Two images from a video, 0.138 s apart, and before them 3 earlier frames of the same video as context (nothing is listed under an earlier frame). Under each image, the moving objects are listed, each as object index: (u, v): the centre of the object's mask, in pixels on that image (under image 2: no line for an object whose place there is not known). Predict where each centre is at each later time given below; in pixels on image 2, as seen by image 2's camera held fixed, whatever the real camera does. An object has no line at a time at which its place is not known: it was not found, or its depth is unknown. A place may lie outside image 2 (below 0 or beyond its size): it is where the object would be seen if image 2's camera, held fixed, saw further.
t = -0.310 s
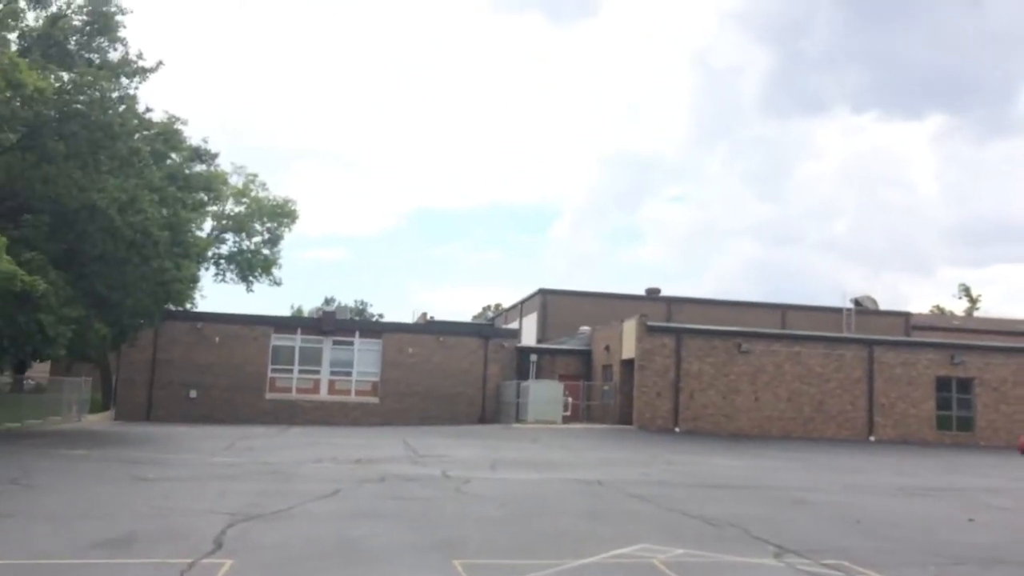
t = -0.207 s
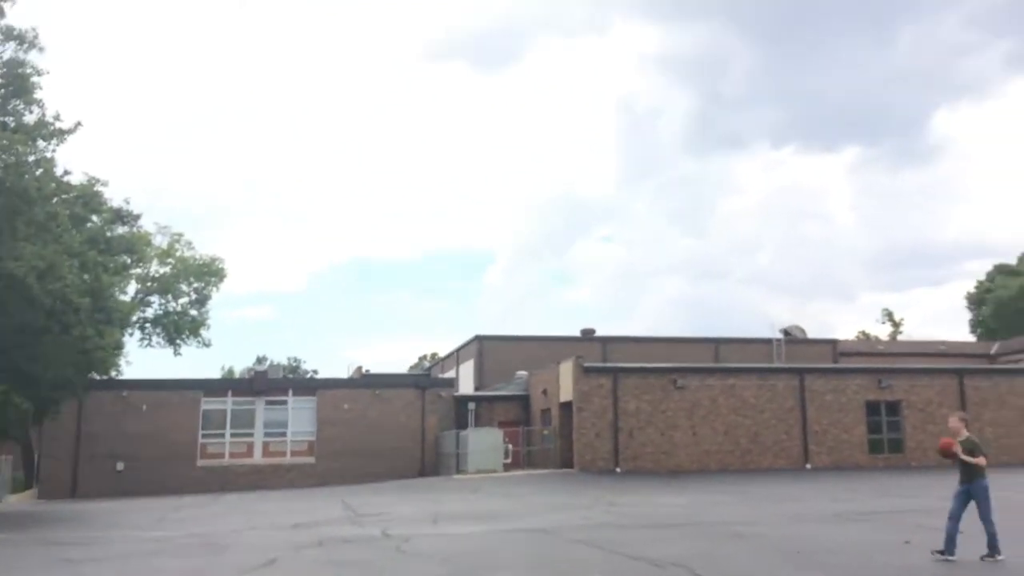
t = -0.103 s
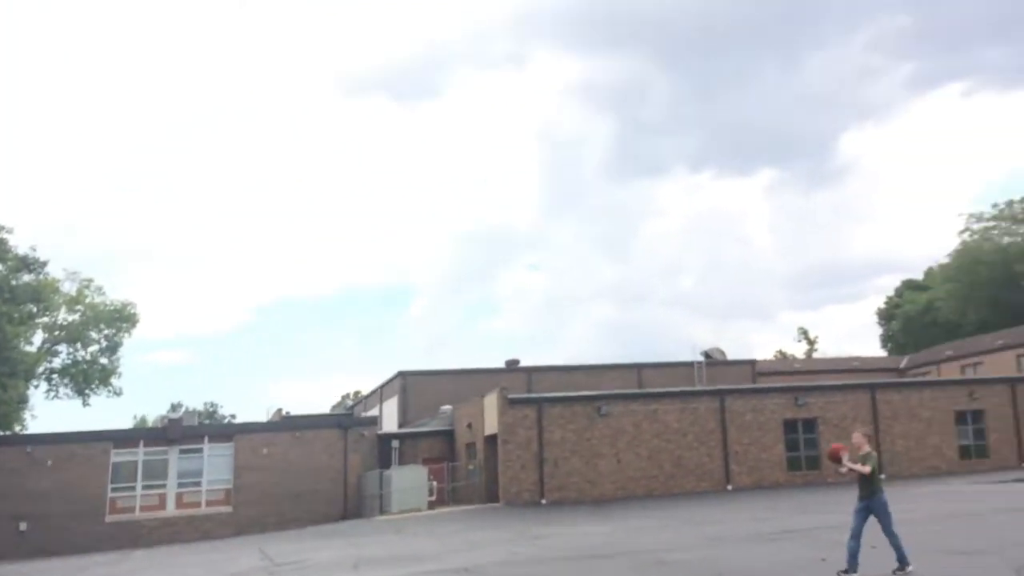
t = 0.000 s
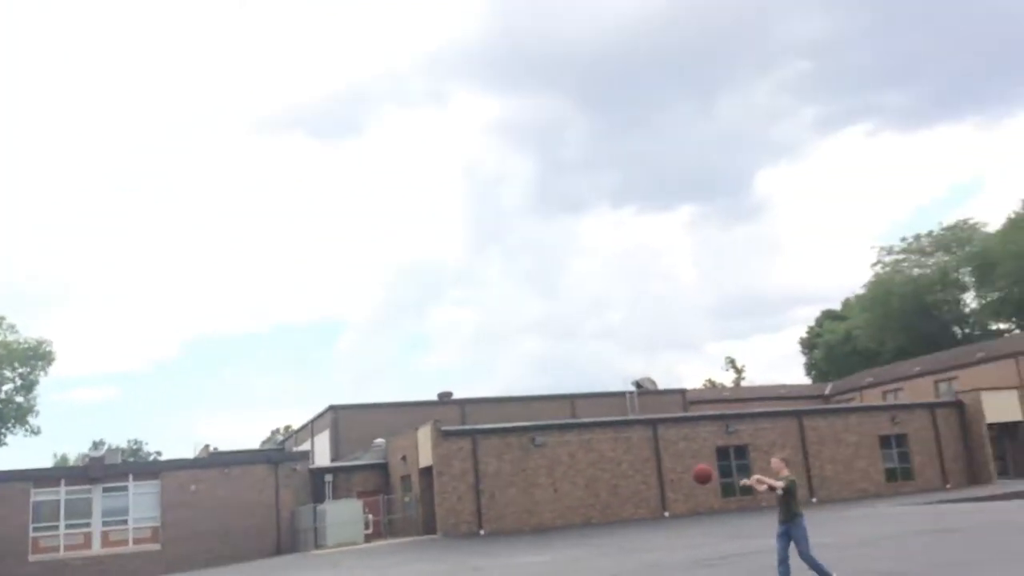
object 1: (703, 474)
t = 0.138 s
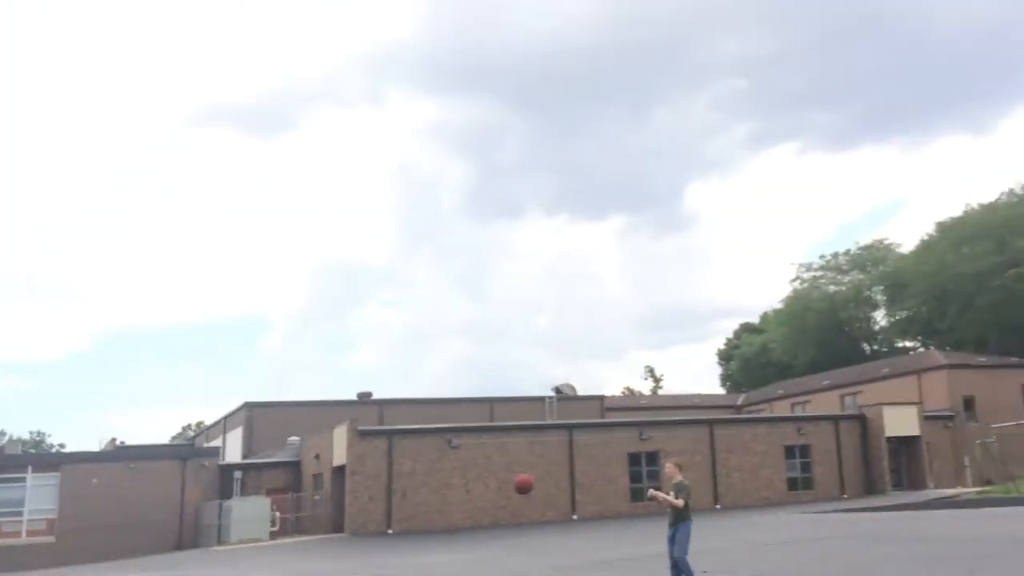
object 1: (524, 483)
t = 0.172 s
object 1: (501, 486)
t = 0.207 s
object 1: (477, 490)
